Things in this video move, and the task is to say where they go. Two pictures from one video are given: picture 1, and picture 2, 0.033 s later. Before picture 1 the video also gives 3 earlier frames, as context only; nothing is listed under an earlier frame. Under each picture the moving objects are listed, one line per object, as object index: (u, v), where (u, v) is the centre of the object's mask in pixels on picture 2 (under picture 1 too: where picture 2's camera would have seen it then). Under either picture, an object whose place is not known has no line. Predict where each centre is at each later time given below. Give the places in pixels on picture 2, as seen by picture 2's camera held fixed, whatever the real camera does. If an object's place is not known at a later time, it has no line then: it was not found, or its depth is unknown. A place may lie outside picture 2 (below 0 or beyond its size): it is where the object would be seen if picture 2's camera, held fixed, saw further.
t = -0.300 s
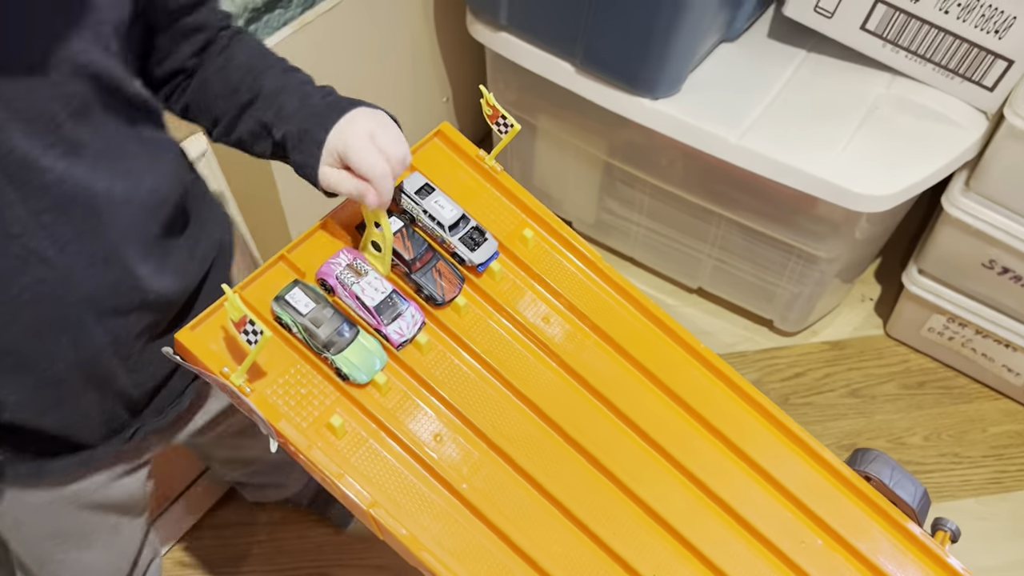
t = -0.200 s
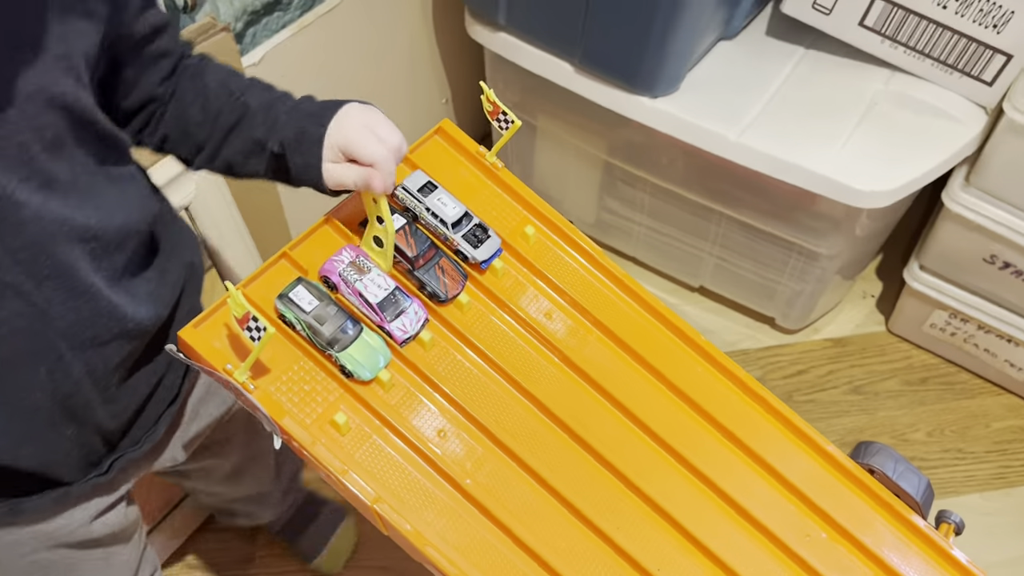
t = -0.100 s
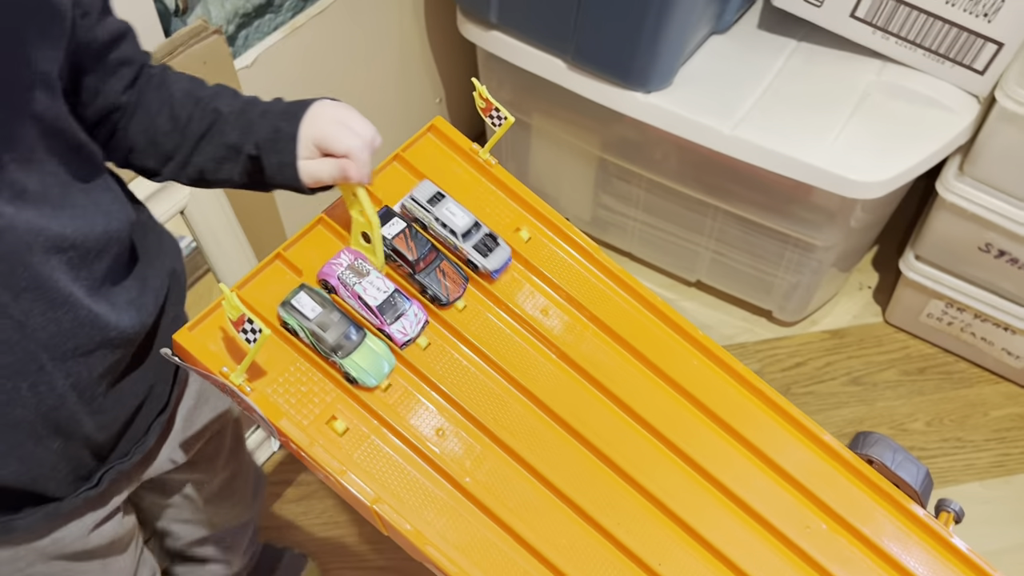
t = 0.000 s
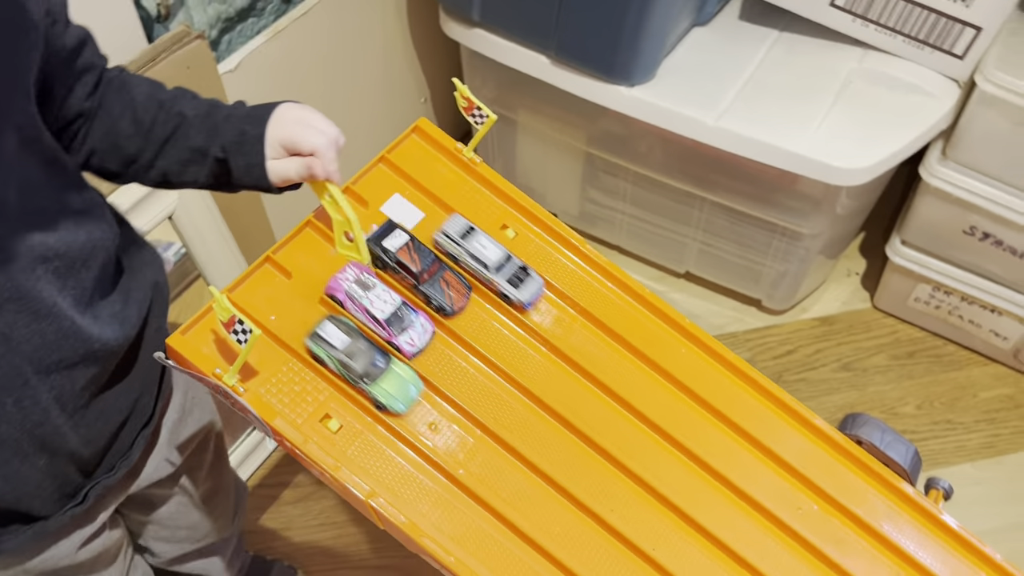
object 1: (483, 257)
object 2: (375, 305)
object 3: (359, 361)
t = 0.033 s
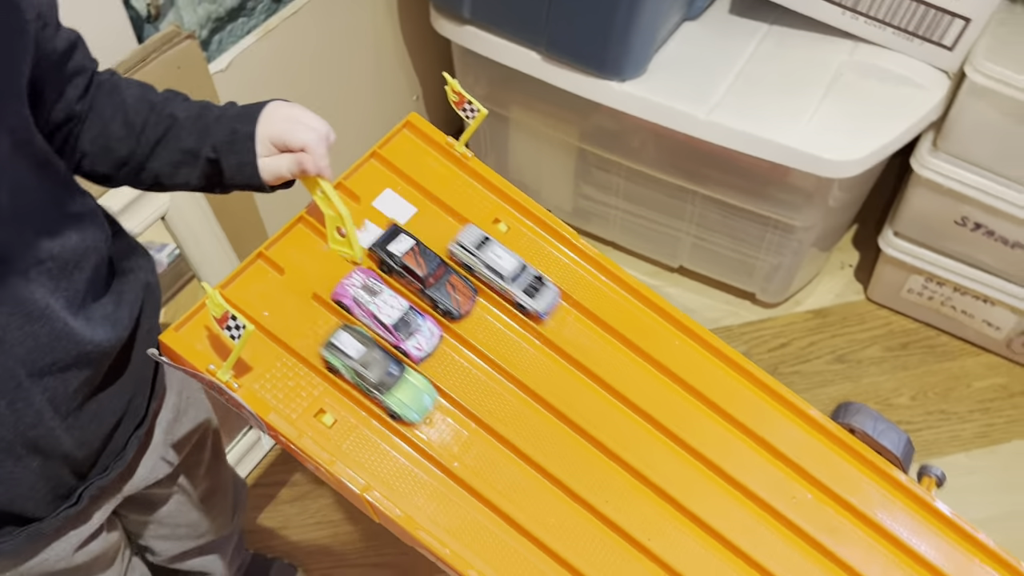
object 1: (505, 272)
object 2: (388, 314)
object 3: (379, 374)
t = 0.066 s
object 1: (529, 289)
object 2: (404, 325)
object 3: (401, 390)
